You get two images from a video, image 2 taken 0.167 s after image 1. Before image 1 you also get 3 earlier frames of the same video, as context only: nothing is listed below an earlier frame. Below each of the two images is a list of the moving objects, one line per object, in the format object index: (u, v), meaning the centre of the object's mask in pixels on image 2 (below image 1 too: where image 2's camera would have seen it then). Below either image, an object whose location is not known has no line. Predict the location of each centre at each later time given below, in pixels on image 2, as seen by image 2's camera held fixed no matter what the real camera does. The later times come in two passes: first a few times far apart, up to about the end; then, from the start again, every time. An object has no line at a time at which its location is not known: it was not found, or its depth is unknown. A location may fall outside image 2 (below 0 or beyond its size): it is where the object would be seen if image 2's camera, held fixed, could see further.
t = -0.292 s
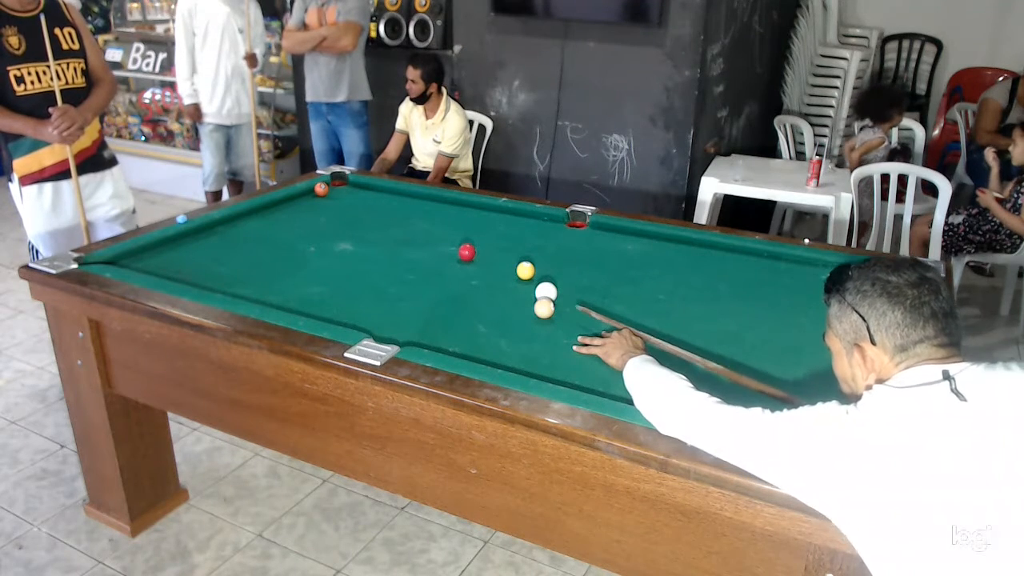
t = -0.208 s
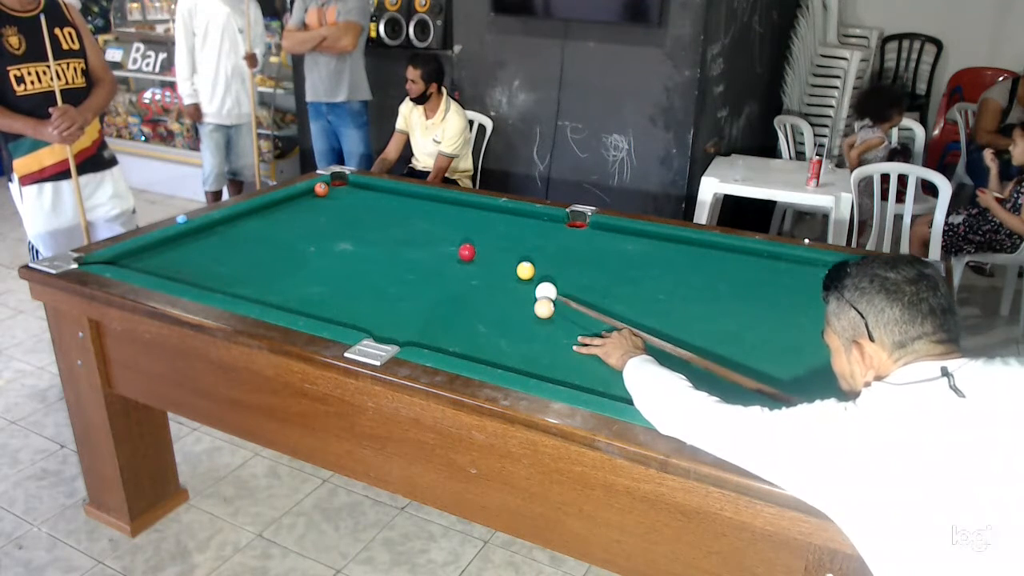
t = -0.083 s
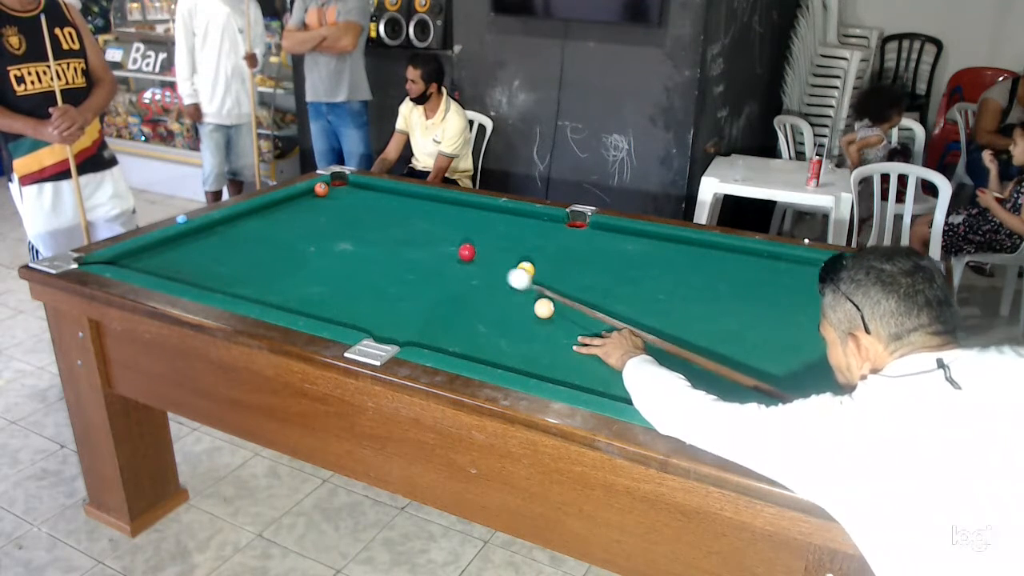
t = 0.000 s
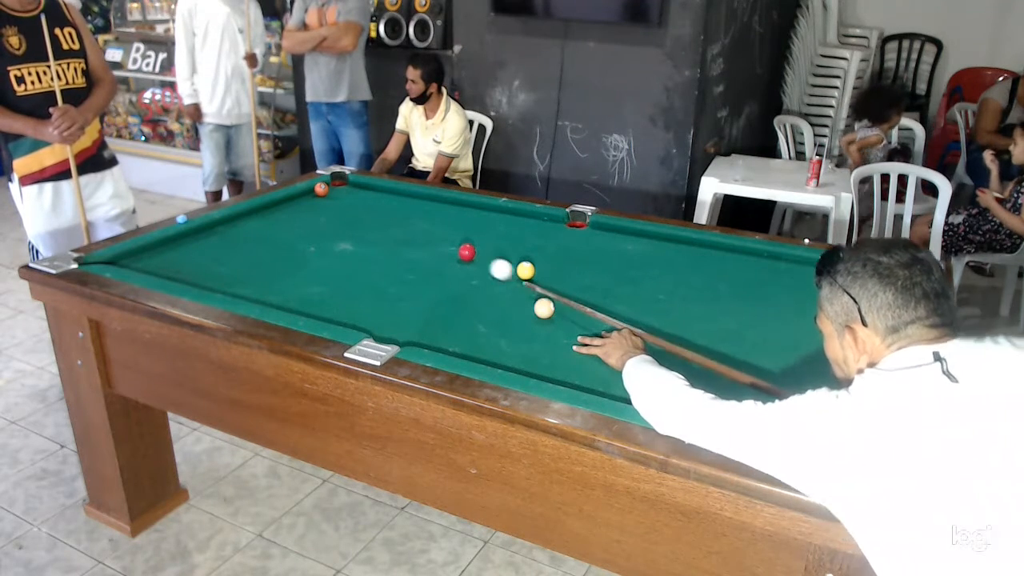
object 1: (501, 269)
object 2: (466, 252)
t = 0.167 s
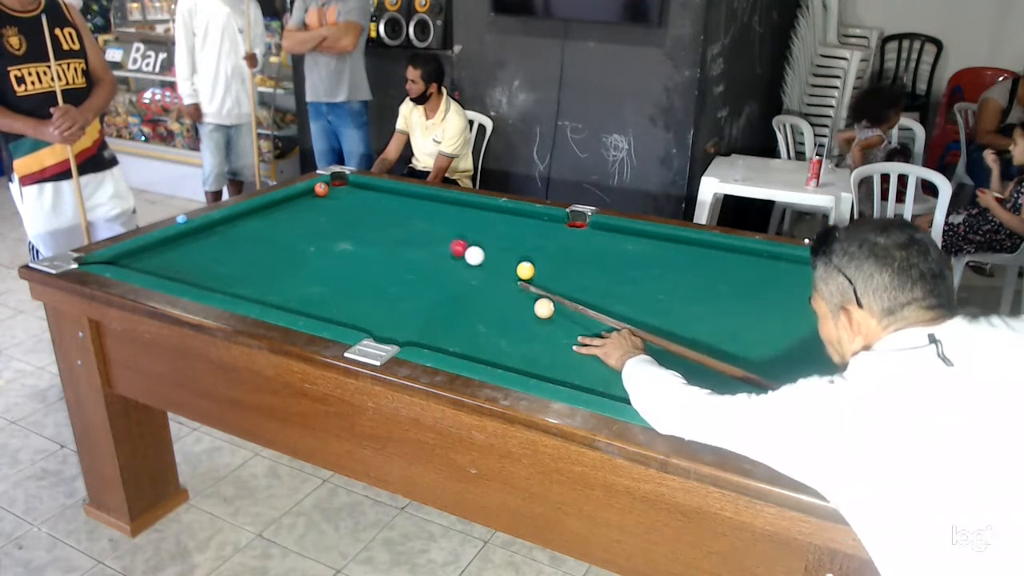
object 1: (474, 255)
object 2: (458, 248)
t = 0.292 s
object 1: (466, 251)
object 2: (443, 238)
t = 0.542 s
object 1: (449, 244)
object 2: (417, 224)
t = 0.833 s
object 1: (432, 236)
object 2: (393, 209)
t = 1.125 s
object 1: (419, 229)
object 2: (374, 195)
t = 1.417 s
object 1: (408, 223)
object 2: (358, 185)
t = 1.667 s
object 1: (401, 219)
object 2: (335, 182)
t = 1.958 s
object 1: (394, 215)
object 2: (346, 186)
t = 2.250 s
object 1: (389, 212)
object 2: (357, 190)
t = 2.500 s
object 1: (386, 210)
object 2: (366, 192)
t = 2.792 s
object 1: (384, 208)
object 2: (374, 194)
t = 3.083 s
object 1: (383, 207)
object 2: (382, 194)
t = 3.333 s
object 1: (384, 207)
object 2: (389, 196)
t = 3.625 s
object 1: (384, 207)
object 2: (395, 199)
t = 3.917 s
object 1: (384, 207)
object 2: (398, 200)
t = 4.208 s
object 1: (384, 207)
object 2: (401, 201)
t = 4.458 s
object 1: (384, 207)
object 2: (401, 201)
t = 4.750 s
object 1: (384, 207)
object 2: (401, 201)
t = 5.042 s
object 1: (384, 207)
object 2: (401, 201)
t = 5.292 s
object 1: (384, 207)
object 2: (401, 201)
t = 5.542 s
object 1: (384, 207)
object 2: (401, 201)
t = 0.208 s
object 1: (472, 254)
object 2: (452, 244)
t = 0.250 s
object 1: (468, 253)
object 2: (447, 241)
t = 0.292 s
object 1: (466, 251)
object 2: (443, 238)
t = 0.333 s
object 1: (463, 250)
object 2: (438, 236)
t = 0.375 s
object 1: (460, 249)
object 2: (433, 234)
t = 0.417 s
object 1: (457, 247)
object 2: (429, 231)
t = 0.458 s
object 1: (454, 246)
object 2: (425, 228)
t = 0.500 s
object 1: (452, 245)
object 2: (421, 226)
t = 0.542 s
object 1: (449, 244)
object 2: (417, 224)
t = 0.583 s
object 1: (447, 242)
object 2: (413, 221)
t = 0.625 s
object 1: (444, 241)
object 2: (409, 219)
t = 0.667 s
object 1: (442, 240)
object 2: (405, 217)
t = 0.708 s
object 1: (439, 239)
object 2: (402, 215)
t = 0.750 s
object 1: (437, 238)
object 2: (399, 213)
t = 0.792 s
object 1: (435, 237)
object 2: (396, 211)
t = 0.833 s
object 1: (432, 236)
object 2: (393, 209)
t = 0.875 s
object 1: (430, 235)
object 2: (390, 207)
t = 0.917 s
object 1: (428, 234)
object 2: (387, 205)
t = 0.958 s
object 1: (426, 233)
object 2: (384, 203)
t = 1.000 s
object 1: (424, 232)
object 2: (382, 201)
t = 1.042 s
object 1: (422, 231)
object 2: (379, 199)
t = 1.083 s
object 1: (420, 230)
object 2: (376, 198)
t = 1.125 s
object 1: (419, 229)
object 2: (374, 195)
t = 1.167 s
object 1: (417, 228)
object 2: (371, 194)
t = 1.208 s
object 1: (415, 227)
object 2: (368, 193)
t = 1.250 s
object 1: (414, 226)
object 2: (366, 191)
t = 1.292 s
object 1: (412, 226)
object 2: (364, 190)
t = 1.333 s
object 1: (411, 225)
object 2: (362, 188)
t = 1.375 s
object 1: (409, 224)
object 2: (360, 186)
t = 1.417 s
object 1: (408, 223)
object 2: (358, 185)
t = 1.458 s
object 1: (407, 222)
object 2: (355, 184)
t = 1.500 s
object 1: (405, 222)
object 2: (351, 184)
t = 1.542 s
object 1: (404, 221)
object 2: (346, 183)
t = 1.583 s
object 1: (403, 220)
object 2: (342, 183)
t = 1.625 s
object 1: (402, 220)
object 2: (338, 183)
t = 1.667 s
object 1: (401, 219)
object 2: (335, 182)
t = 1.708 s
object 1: (400, 218)
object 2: (335, 183)
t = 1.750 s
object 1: (399, 218)
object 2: (337, 184)
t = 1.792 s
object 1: (398, 217)
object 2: (339, 184)
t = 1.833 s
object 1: (397, 217)
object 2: (340, 185)
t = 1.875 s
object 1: (396, 216)
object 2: (342, 185)
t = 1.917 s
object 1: (395, 215)
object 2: (344, 186)
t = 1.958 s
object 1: (394, 215)
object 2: (346, 186)
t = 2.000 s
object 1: (393, 214)
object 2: (347, 187)
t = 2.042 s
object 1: (392, 214)
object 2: (349, 187)
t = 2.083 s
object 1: (392, 214)
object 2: (351, 188)
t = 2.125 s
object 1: (391, 213)
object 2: (352, 189)
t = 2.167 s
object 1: (390, 213)
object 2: (354, 189)
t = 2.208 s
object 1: (390, 212)
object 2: (355, 189)
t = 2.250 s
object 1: (389, 212)
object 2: (357, 190)
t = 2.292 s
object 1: (389, 211)
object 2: (358, 190)
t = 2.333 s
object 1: (388, 211)
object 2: (360, 191)
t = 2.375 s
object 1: (388, 211)
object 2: (361, 191)
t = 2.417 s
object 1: (387, 210)
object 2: (363, 192)
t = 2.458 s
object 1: (387, 210)
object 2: (364, 192)
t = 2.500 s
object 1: (386, 210)
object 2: (366, 192)
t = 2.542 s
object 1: (386, 209)
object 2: (367, 193)
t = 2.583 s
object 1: (385, 209)
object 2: (368, 193)
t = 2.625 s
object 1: (385, 209)
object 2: (369, 194)
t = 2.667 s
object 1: (385, 209)
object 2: (371, 194)
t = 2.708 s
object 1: (385, 208)
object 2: (372, 194)
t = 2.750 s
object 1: (384, 208)
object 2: (373, 195)
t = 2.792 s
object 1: (384, 208)
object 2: (374, 194)
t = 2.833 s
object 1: (384, 208)
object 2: (375, 194)
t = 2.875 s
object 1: (384, 208)
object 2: (376, 194)
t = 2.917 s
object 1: (384, 207)
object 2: (377, 194)
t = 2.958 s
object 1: (384, 207)
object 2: (378, 194)
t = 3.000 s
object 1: (384, 207)
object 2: (379, 194)
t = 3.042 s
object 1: (384, 207)
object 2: (381, 194)
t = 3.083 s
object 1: (383, 207)
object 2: (382, 194)
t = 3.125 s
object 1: (384, 207)
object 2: (383, 195)
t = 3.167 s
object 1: (384, 207)
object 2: (384, 195)
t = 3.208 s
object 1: (384, 207)
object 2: (385, 195)
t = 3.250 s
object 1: (384, 207)
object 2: (386, 195)
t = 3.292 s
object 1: (384, 207)
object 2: (387, 196)
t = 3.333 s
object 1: (384, 207)
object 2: (389, 196)
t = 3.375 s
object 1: (384, 207)
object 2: (390, 197)
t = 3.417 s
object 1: (383, 207)
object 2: (391, 197)
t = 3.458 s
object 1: (384, 207)
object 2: (392, 198)
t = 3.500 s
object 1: (384, 207)
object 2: (393, 198)
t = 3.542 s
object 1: (384, 207)
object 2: (393, 199)
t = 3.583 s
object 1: (384, 207)
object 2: (394, 199)
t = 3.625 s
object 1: (384, 207)
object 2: (395, 199)
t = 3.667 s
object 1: (384, 207)
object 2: (396, 200)
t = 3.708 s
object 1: (384, 207)
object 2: (396, 200)
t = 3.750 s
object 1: (384, 207)
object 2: (397, 200)
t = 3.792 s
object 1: (384, 207)
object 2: (397, 200)
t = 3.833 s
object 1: (384, 207)
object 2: (397, 200)
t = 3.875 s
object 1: (384, 207)
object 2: (398, 200)
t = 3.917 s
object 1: (384, 207)
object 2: (398, 200)
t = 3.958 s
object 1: (384, 207)
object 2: (398, 201)
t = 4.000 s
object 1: (384, 207)
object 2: (399, 201)
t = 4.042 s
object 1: (384, 207)
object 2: (399, 201)
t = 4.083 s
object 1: (384, 207)
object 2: (400, 201)
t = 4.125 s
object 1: (384, 207)
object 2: (400, 201)
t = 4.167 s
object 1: (384, 207)
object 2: (401, 201)
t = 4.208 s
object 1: (384, 207)
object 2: (401, 201)
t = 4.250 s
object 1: (384, 207)
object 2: (401, 201)
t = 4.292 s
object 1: (384, 207)
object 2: (401, 201)
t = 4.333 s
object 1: (384, 207)
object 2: (401, 201)
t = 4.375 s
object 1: (384, 207)
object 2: (401, 201)
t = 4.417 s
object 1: (384, 207)
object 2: (401, 201)
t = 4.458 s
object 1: (384, 207)
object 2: (401, 201)
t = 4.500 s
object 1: (384, 207)
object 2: (401, 201)
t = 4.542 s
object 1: (384, 207)
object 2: (401, 201)
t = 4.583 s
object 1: (384, 207)
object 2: (401, 201)
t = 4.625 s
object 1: (384, 207)
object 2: (401, 201)
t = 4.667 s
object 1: (384, 207)
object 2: (401, 201)
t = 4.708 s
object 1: (384, 207)
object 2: (401, 201)
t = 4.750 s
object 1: (384, 207)
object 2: (401, 201)
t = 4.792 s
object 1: (384, 207)
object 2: (401, 201)
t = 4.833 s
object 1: (384, 207)
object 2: (401, 201)
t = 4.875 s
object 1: (384, 207)
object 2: (401, 201)
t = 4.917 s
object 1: (384, 207)
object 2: (401, 201)
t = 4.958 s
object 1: (384, 207)
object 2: (401, 201)
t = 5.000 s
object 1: (384, 207)
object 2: (401, 201)
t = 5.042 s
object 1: (384, 207)
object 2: (401, 201)
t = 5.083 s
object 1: (384, 207)
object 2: (401, 201)
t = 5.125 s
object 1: (384, 207)
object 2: (401, 201)
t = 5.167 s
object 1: (384, 207)
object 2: (401, 201)
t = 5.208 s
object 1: (384, 207)
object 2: (401, 201)
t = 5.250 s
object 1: (384, 207)
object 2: (401, 201)
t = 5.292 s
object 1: (384, 207)
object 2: (401, 201)
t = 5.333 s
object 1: (384, 207)
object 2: (401, 201)
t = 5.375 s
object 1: (384, 207)
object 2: (401, 201)
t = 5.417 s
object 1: (384, 207)
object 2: (401, 201)
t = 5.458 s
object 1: (384, 207)
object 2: (401, 201)
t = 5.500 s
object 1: (384, 207)
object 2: (401, 201)
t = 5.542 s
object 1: (384, 207)
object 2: (401, 201)
